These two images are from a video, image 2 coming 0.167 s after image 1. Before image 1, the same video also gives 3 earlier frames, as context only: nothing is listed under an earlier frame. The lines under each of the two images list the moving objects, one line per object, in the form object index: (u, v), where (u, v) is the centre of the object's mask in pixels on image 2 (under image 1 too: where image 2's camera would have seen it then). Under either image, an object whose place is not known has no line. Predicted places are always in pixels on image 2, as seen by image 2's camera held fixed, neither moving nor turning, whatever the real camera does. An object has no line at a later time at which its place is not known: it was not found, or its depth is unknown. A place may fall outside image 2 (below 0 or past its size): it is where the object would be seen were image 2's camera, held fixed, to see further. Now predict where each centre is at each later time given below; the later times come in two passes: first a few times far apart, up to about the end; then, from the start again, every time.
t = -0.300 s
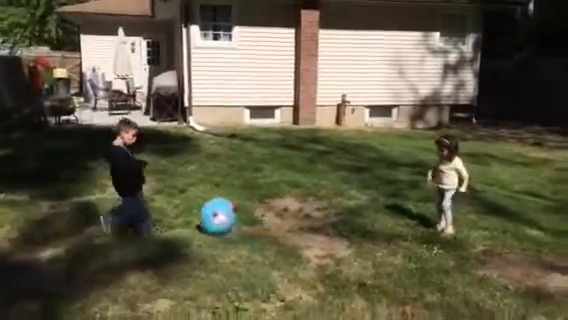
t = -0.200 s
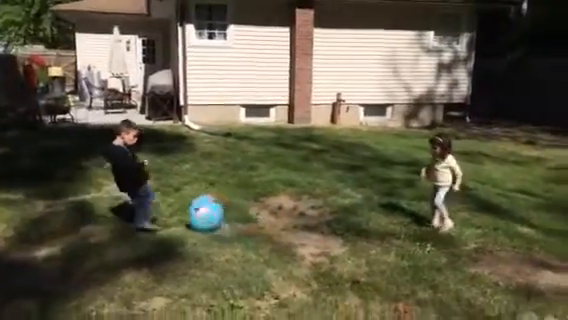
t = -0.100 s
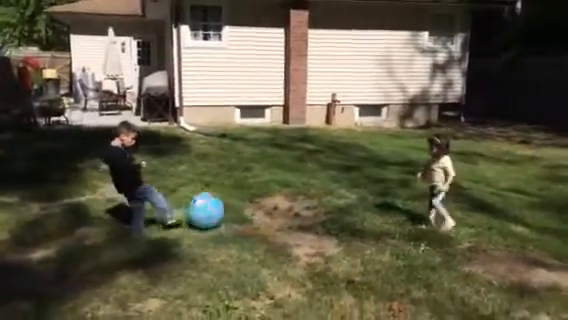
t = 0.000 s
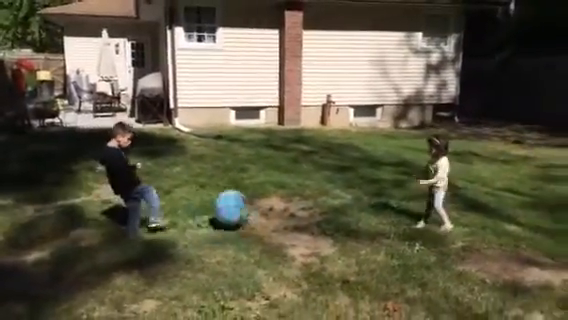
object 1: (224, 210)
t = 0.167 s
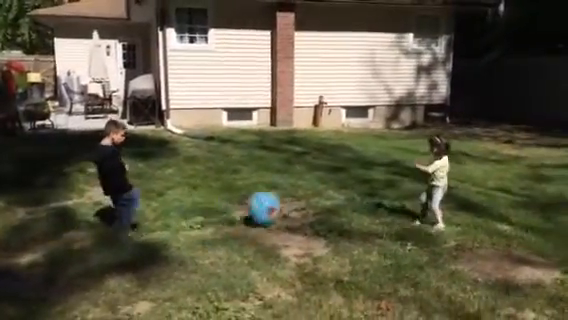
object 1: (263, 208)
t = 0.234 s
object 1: (273, 203)
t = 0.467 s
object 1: (309, 204)
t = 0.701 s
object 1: (342, 196)
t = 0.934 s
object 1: (363, 191)
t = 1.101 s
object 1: (373, 190)
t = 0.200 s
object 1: (269, 206)
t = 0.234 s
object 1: (273, 203)
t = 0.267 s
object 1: (278, 201)
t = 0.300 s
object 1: (283, 200)
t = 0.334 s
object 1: (288, 199)
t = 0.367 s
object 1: (294, 200)
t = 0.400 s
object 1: (297, 202)
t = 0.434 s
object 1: (303, 204)
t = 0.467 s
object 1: (309, 204)
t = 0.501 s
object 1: (313, 203)
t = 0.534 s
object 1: (316, 201)
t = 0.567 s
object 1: (321, 198)
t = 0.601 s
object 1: (328, 196)
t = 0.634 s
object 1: (332, 197)
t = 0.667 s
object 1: (337, 197)
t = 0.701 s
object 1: (342, 196)
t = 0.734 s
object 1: (346, 195)
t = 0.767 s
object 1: (349, 195)
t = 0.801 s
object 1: (353, 194)
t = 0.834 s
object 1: (355, 193)
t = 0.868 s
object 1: (359, 192)
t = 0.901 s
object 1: (361, 191)
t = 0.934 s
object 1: (363, 191)
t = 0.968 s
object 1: (366, 191)
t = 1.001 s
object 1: (368, 191)
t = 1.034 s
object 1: (370, 190)
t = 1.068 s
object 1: (372, 190)
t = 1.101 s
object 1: (373, 190)
